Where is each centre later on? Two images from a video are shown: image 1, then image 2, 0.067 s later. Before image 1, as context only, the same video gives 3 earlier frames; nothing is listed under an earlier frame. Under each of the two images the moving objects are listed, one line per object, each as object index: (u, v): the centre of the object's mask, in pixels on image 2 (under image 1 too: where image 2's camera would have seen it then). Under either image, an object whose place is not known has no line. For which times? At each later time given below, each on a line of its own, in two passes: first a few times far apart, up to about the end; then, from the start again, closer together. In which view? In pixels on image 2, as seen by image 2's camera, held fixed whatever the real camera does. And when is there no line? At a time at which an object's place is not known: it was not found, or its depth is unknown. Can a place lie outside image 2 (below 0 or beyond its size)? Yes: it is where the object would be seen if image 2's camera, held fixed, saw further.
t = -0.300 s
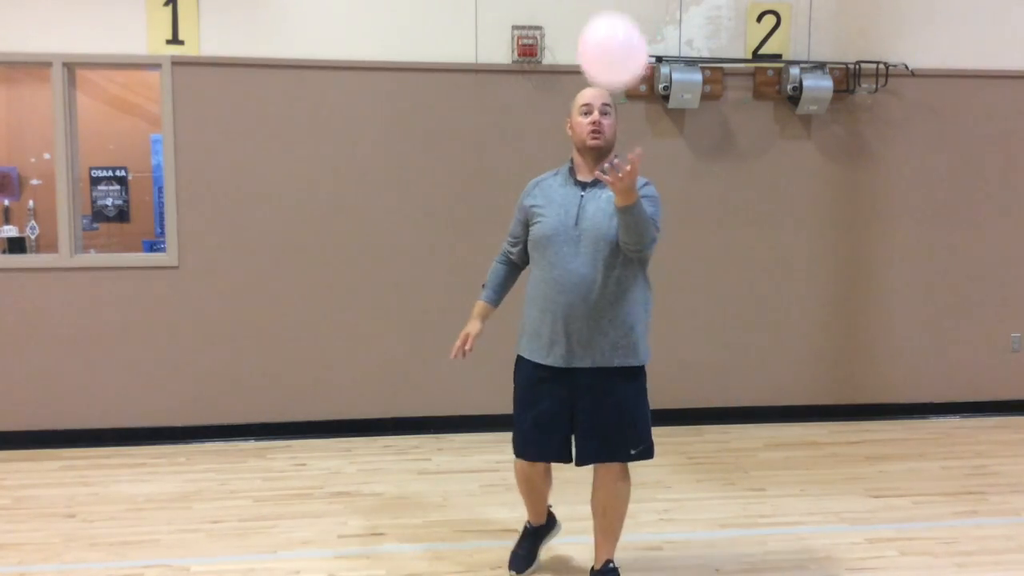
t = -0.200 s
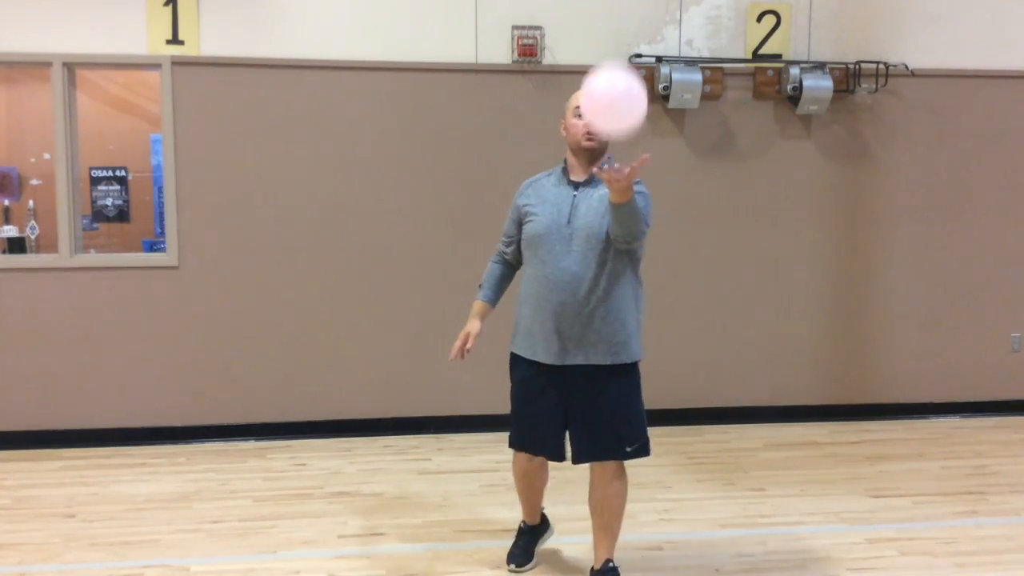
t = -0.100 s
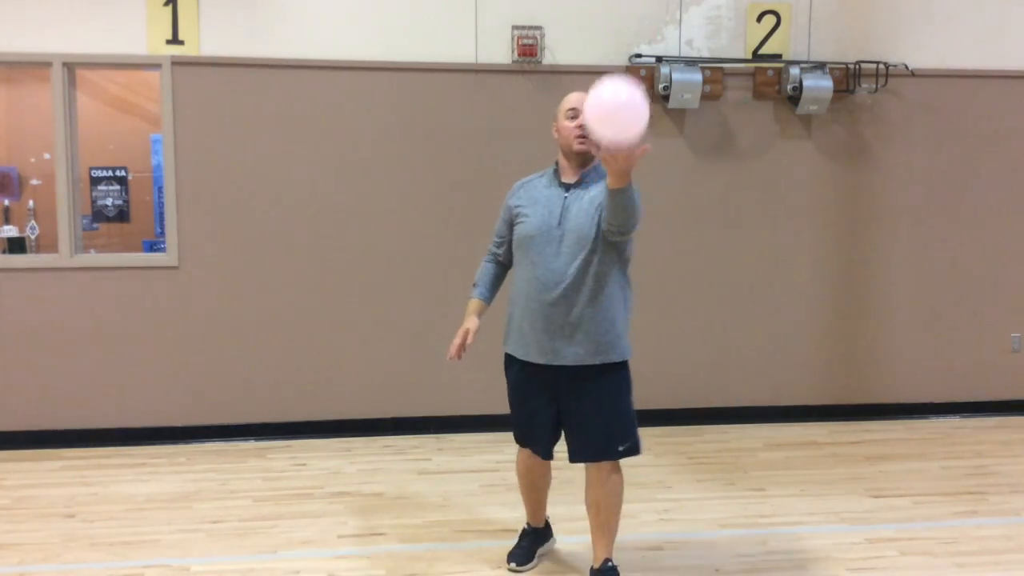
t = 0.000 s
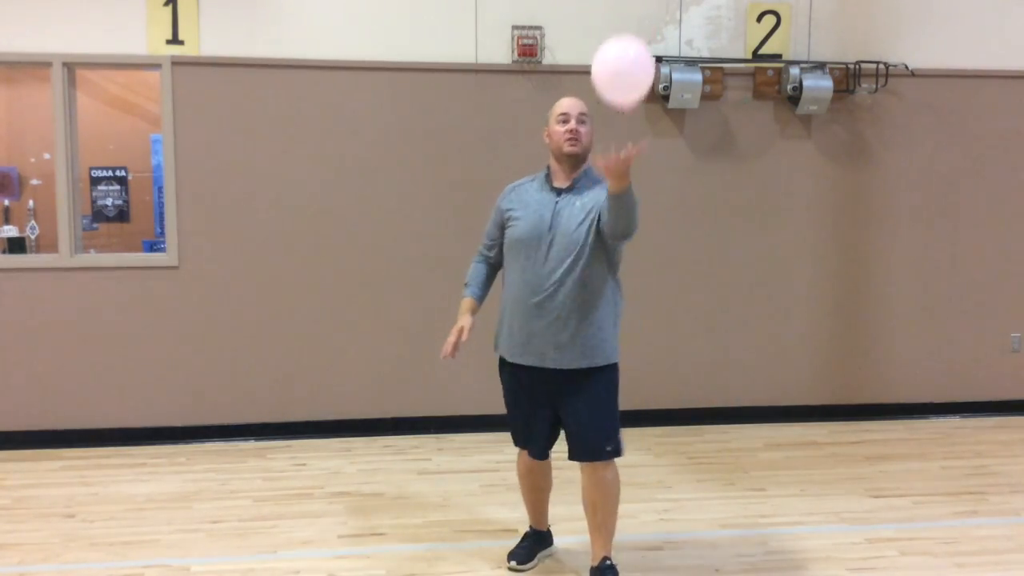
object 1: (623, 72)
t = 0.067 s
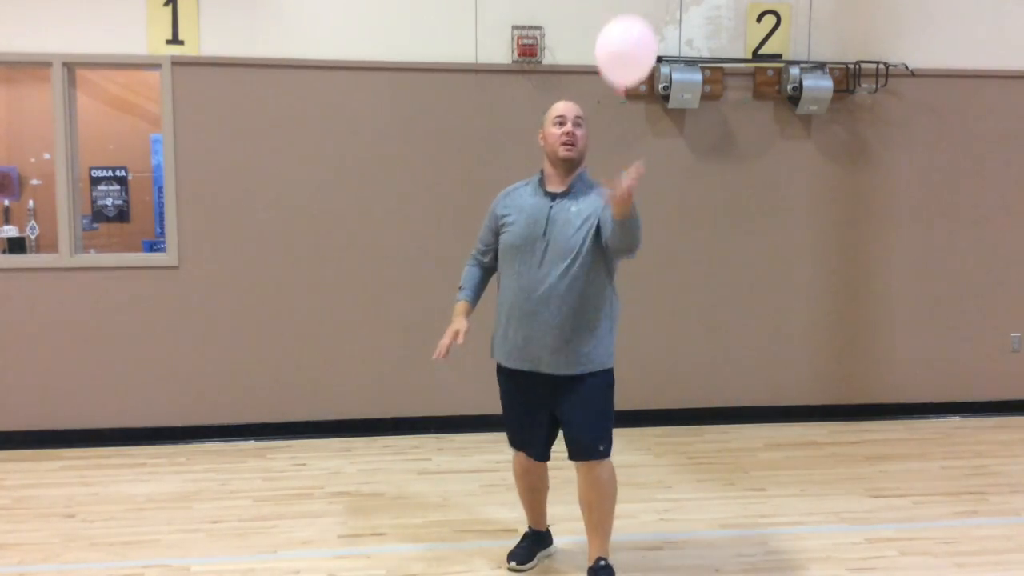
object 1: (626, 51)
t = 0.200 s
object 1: (630, 27)
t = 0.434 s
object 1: (633, 23)
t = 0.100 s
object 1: (627, 43)
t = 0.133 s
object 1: (628, 35)
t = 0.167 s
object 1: (629, 30)
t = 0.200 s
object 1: (630, 27)
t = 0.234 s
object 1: (630, 25)
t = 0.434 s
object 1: (633, 23)
